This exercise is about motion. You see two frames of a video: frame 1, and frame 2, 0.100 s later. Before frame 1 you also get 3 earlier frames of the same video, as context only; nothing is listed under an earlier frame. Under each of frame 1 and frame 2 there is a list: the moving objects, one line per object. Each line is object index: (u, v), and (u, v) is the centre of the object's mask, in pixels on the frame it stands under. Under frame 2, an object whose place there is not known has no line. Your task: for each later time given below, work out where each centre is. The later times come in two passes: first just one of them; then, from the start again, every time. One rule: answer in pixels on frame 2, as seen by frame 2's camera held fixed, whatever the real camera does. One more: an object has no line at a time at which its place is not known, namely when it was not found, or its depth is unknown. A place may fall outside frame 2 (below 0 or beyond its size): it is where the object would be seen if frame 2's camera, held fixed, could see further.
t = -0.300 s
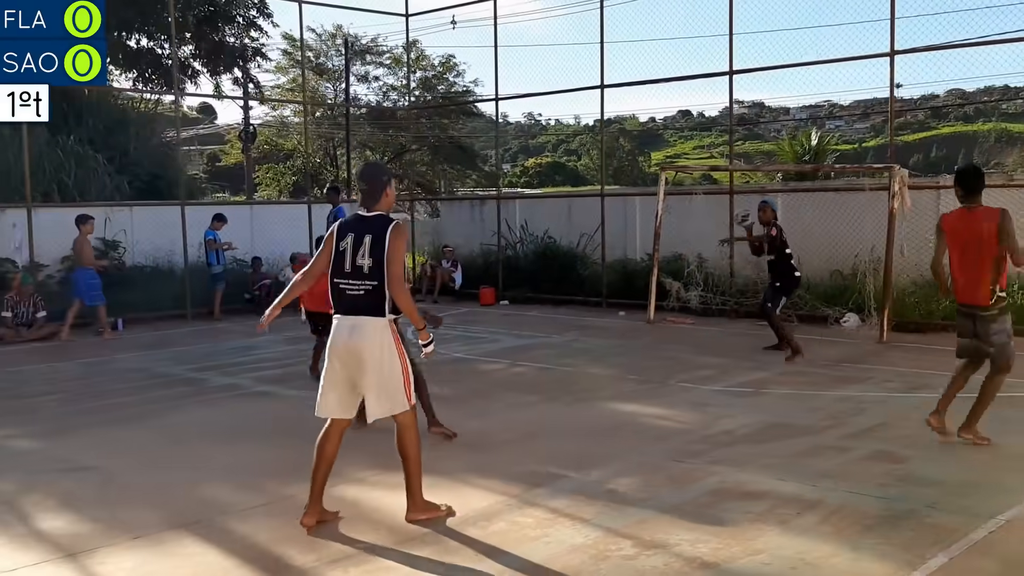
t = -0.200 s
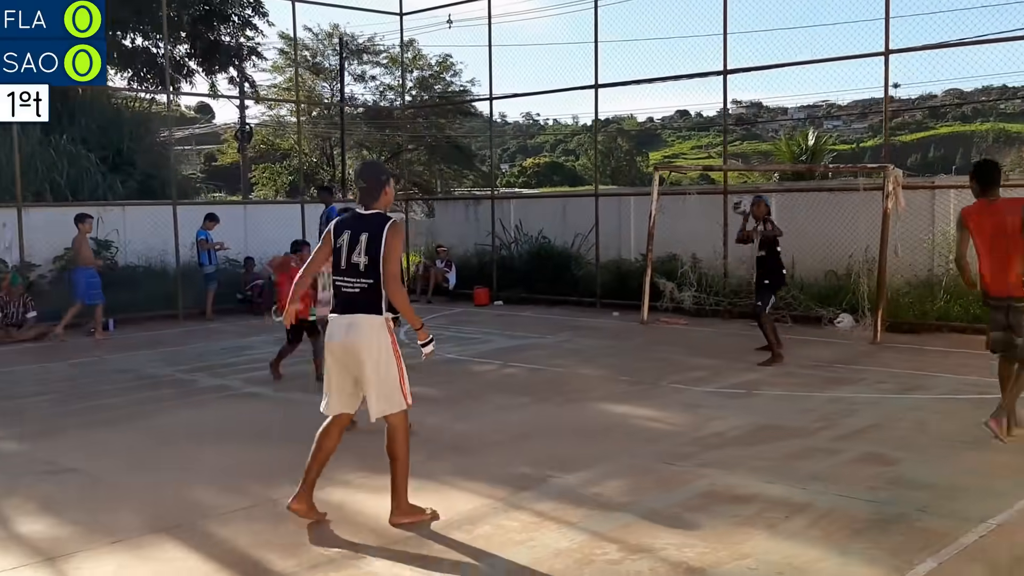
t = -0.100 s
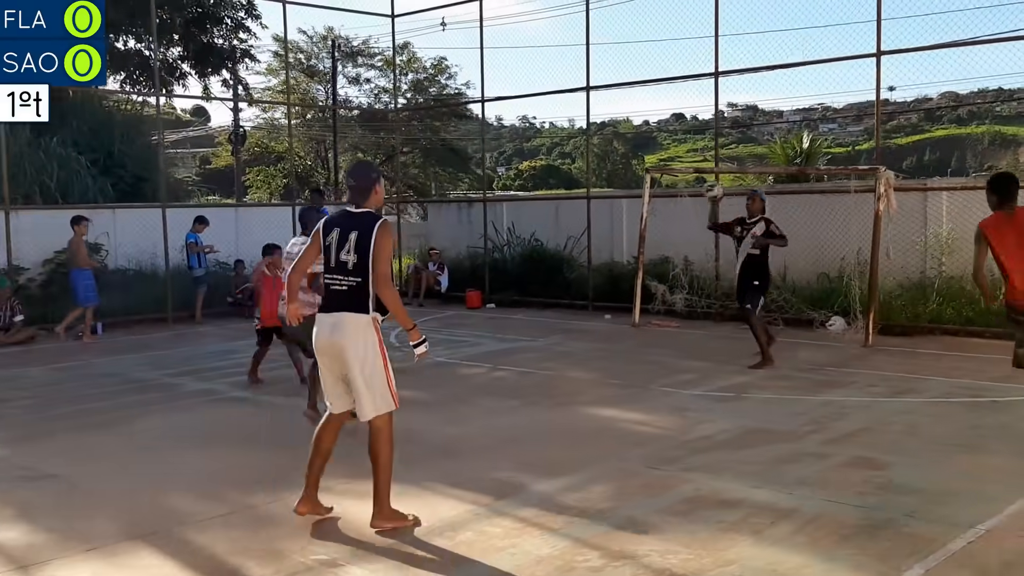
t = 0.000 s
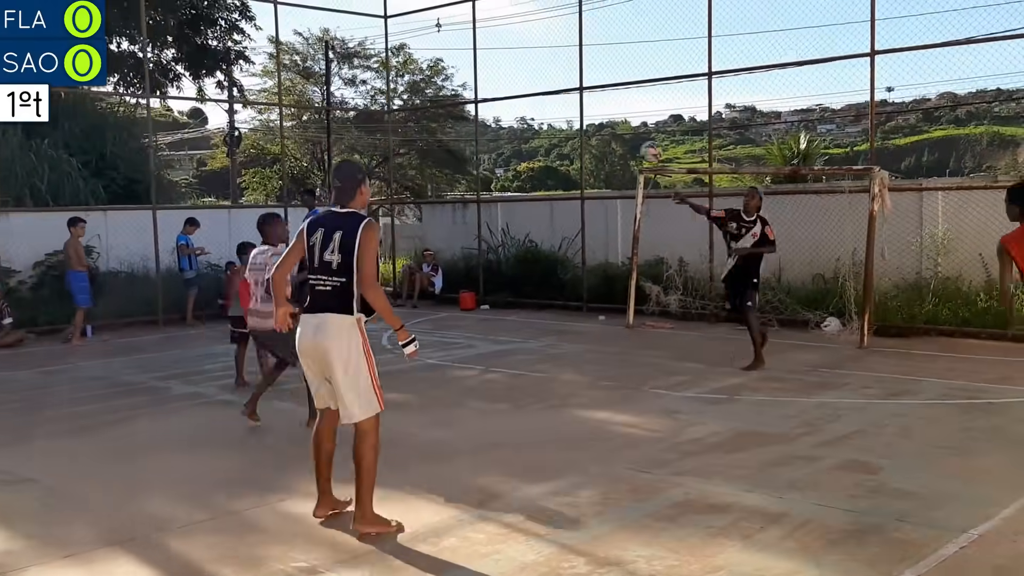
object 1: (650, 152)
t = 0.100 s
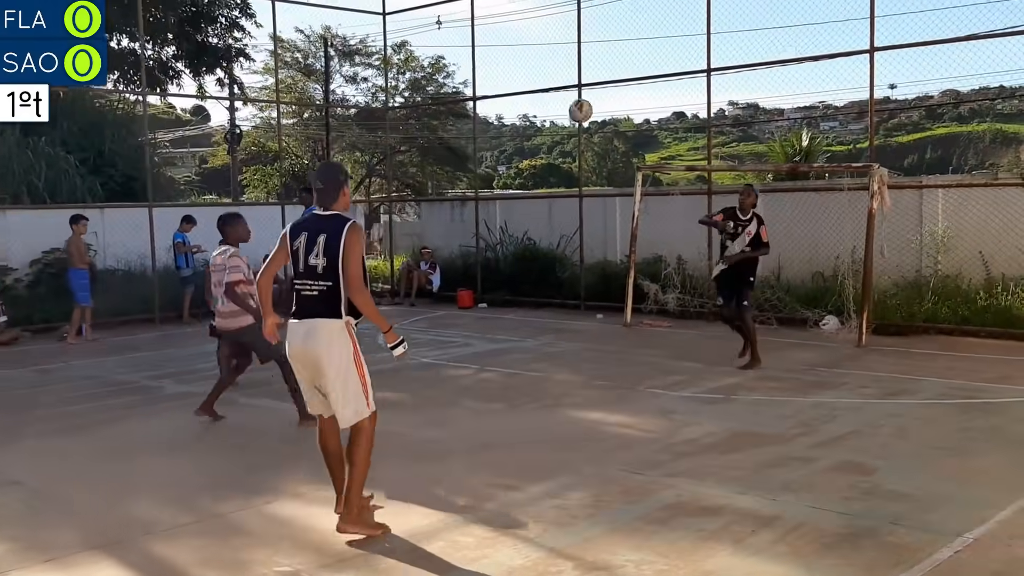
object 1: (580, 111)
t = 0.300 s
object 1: (392, 50)
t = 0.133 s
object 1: (554, 99)
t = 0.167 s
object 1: (527, 87)
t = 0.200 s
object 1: (496, 77)
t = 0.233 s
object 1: (465, 67)
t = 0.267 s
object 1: (429, 59)
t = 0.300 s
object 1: (392, 50)
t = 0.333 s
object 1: (350, 43)
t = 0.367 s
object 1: (306, 38)
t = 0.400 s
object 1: (258, 34)
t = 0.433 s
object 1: (203, 32)
